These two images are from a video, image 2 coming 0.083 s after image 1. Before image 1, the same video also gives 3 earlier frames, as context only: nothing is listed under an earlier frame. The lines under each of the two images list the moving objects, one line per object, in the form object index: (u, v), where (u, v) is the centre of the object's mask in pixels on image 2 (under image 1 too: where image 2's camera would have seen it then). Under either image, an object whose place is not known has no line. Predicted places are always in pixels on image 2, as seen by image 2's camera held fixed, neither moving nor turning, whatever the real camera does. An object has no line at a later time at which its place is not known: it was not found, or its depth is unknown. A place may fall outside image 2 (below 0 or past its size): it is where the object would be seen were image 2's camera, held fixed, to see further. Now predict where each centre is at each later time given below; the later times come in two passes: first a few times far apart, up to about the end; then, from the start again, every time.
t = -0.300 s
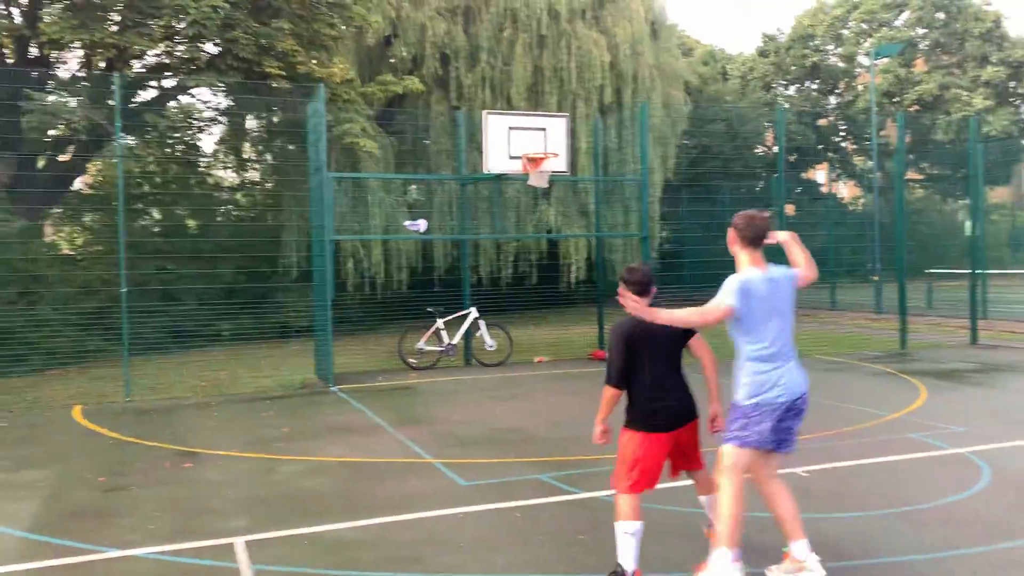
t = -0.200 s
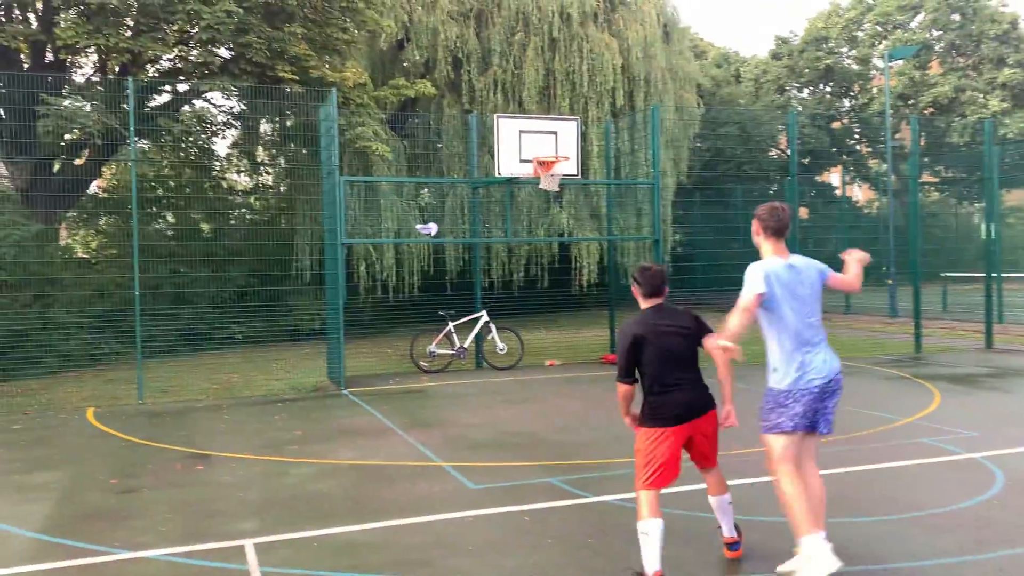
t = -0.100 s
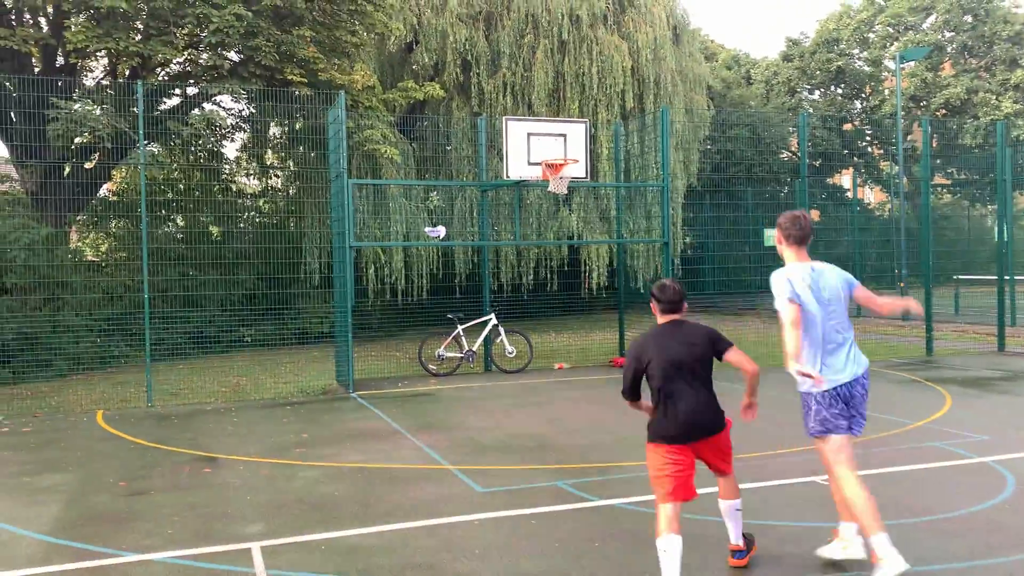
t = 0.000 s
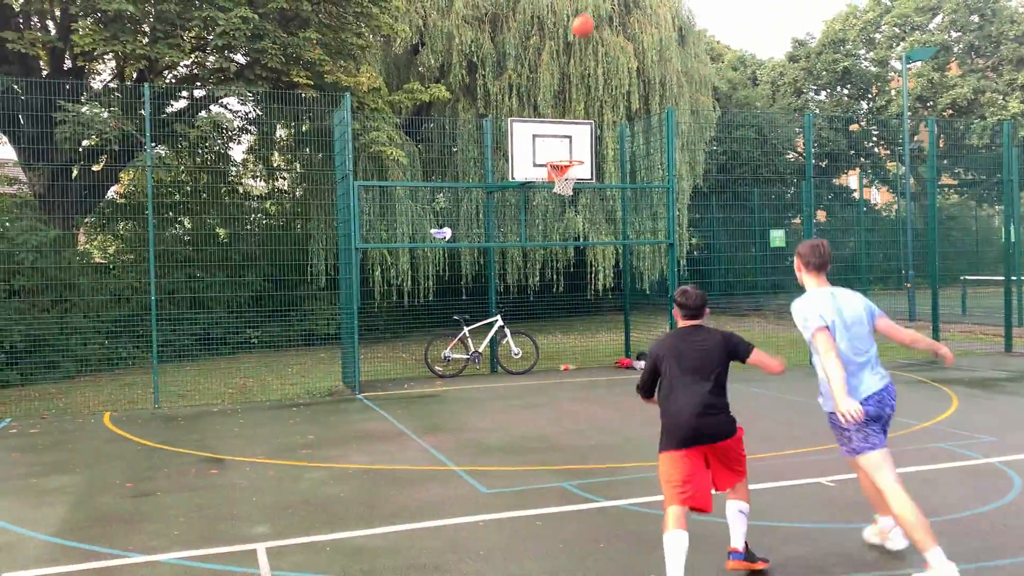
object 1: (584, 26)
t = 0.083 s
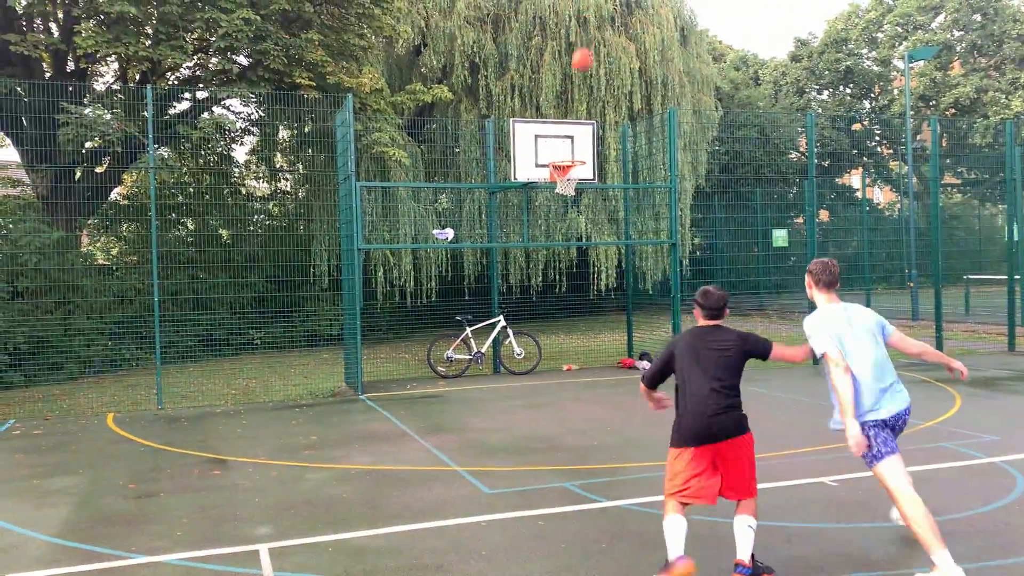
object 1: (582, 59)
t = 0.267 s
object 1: (576, 144)
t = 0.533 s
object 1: (547, 114)
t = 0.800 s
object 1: (536, 89)
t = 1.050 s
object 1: (526, 116)
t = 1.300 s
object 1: (517, 201)
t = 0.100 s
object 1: (581, 66)
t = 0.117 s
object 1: (581, 74)
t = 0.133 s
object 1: (580, 81)
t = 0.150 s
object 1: (579, 89)
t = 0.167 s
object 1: (578, 96)
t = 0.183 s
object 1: (578, 103)
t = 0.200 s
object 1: (578, 110)
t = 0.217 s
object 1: (577, 117)
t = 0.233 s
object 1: (577, 126)
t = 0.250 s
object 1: (576, 136)
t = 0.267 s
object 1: (576, 144)
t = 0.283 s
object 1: (575, 152)
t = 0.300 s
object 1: (575, 156)
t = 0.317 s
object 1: (571, 158)
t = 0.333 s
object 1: (565, 156)
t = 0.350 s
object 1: (559, 156)
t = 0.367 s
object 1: (554, 155)
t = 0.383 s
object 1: (553, 152)
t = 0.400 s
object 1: (552, 146)
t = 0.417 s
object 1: (552, 142)
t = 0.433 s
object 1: (551, 138)
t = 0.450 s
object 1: (550, 133)
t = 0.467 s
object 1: (549, 129)
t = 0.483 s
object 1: (548, 124)
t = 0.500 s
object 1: (548, 120)
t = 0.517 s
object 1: (548, 116)
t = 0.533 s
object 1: (547, 114)
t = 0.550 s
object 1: (546, 111)
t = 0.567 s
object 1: (545, 109)
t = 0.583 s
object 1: (544, 105)
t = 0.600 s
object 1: (543, 103)
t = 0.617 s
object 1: (543, 101)
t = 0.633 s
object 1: (542, 98)
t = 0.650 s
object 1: (542, 97)
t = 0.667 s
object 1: (541, 95)
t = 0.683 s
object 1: (540, 94)
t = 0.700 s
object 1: (540, 92)
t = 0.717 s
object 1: (539, 91)
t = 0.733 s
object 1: (538, 90)
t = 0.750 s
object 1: (538, 90)
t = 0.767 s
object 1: (537, 89)
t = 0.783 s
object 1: (537, 89)
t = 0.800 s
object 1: (536, 89)
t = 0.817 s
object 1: (536, 89)
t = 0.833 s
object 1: (535, 89)
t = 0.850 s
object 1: (534, 90)
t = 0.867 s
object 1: (532, 91)
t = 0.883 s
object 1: (532, 91)
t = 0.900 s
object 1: (531, 93)
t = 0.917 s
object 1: (530, 95)
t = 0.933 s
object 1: (530, 97)
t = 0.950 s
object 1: (529, 99)
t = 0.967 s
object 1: (528, 101)
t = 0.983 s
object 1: (528, 103)
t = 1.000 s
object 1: (527, 107)
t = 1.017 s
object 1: (527, 110)
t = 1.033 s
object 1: (526, 112)
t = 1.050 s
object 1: (526, 116)
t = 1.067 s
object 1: (525, 120)
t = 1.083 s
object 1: (524, 124)
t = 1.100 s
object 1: (524, 129)
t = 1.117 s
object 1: (523, 135)
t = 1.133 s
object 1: (522, 140)
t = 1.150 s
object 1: (522, 145)
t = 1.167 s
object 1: (521, 150)
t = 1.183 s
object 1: (521, 155)
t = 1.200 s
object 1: (520, 162)
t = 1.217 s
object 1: (520, 168)
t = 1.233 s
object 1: (519, 175)
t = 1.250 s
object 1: (519, 182)
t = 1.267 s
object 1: (518, 189)
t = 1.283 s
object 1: (518, 194)
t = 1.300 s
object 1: (517, 201)
